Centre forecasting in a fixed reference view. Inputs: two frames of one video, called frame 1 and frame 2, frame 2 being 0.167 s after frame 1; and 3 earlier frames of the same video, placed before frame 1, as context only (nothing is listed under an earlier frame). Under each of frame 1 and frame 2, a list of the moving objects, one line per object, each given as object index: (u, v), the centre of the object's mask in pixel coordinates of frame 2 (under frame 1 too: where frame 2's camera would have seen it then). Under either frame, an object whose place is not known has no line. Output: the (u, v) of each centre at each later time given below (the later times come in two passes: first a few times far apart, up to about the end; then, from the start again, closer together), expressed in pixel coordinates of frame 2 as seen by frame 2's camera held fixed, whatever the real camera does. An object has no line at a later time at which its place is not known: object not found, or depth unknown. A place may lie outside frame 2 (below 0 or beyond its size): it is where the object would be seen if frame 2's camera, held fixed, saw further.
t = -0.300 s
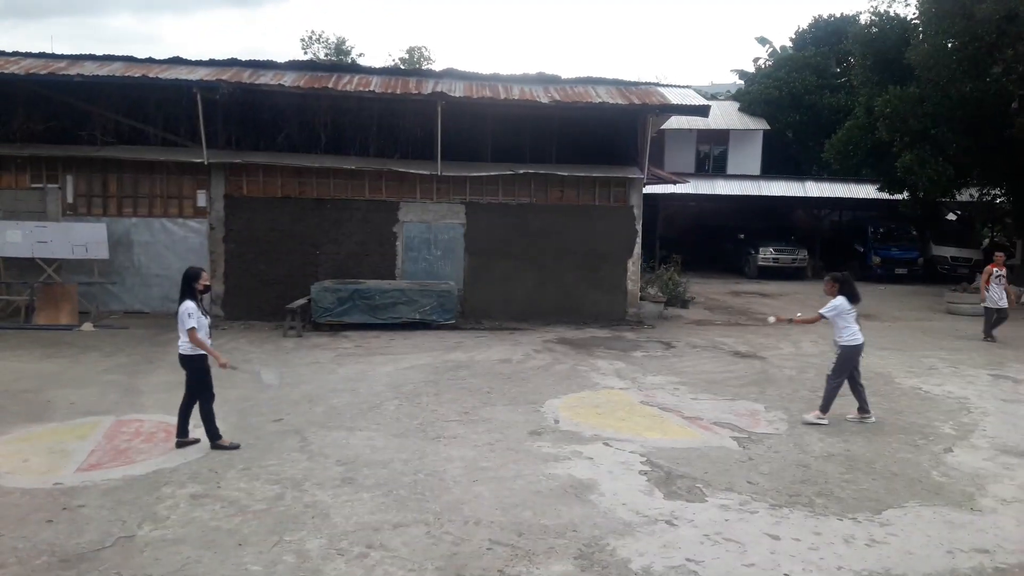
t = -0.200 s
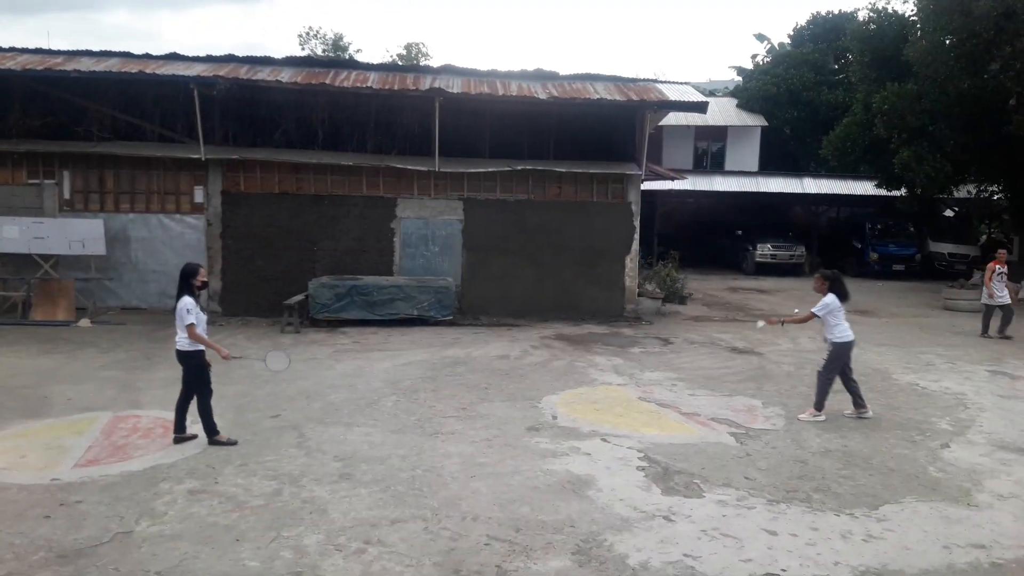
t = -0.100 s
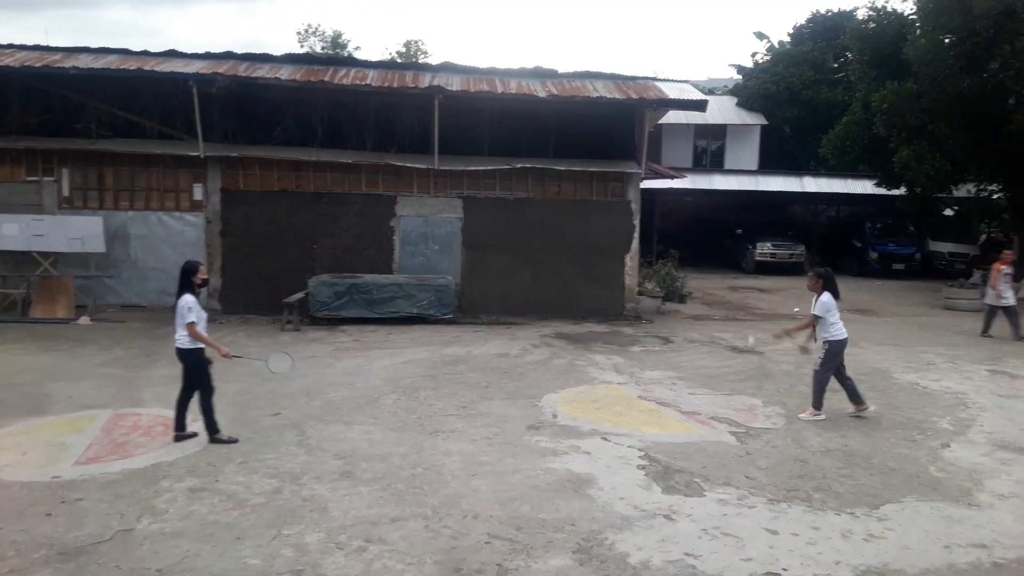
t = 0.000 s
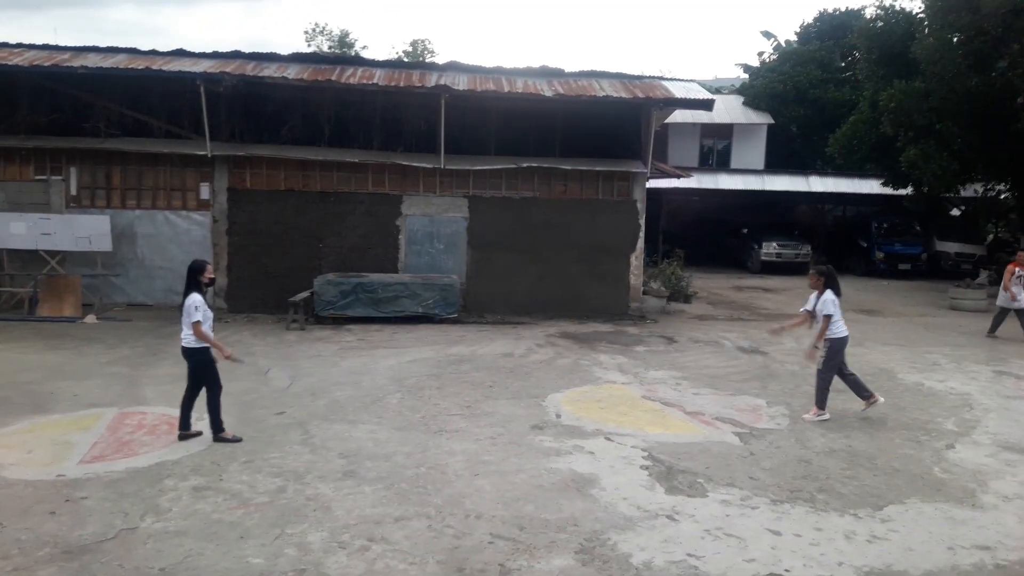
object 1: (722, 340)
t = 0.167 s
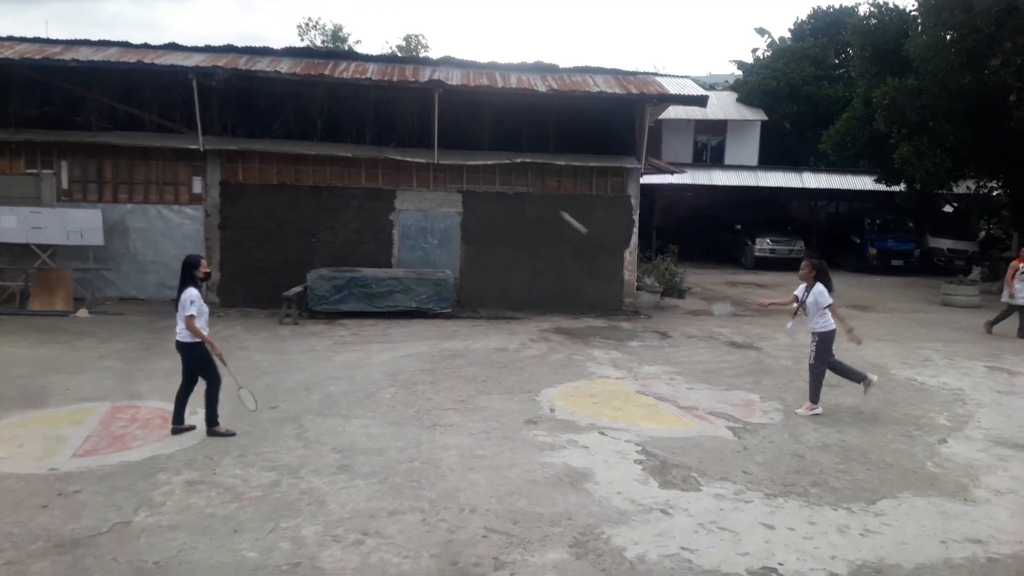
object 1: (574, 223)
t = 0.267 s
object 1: (511, 181)
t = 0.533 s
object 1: (381, 136)
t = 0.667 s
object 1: (329, 144)
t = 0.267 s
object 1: (511, 181)
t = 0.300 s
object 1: (492, 170)
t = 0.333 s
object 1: (473, 160)
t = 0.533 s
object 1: (381, 136)
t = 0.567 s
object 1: (367, 136)
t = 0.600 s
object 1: (354, 138)
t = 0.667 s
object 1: (329, 144)
